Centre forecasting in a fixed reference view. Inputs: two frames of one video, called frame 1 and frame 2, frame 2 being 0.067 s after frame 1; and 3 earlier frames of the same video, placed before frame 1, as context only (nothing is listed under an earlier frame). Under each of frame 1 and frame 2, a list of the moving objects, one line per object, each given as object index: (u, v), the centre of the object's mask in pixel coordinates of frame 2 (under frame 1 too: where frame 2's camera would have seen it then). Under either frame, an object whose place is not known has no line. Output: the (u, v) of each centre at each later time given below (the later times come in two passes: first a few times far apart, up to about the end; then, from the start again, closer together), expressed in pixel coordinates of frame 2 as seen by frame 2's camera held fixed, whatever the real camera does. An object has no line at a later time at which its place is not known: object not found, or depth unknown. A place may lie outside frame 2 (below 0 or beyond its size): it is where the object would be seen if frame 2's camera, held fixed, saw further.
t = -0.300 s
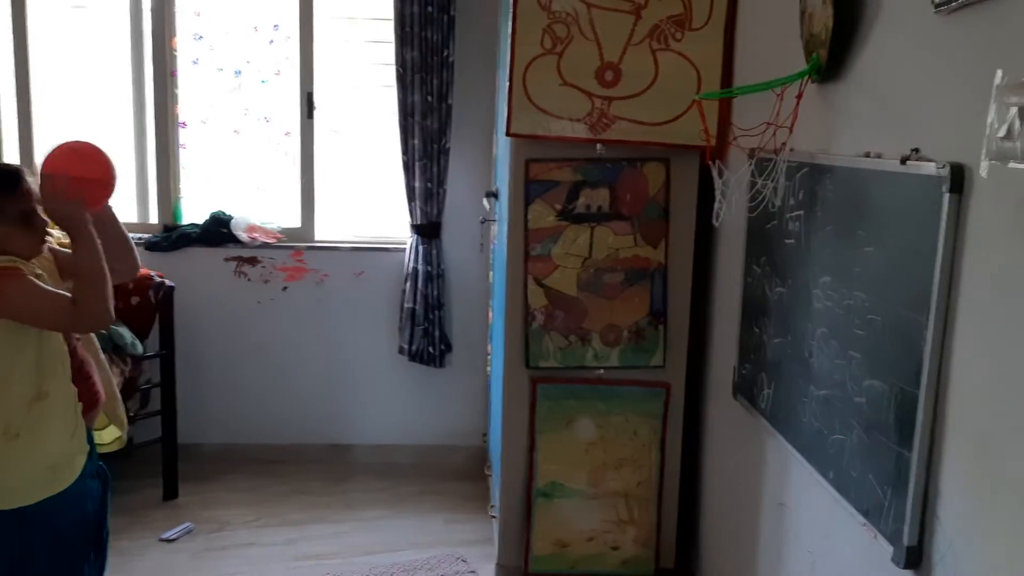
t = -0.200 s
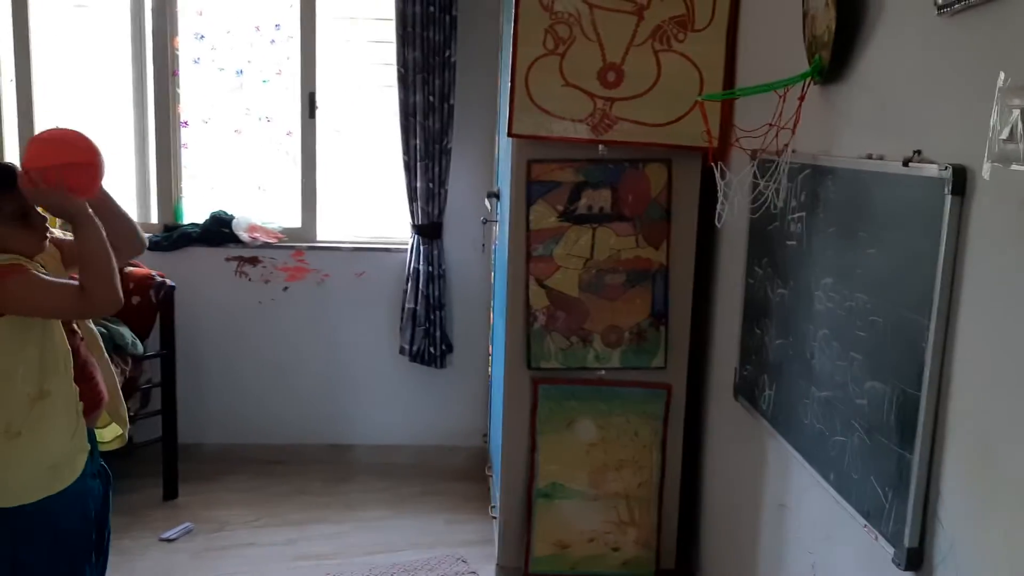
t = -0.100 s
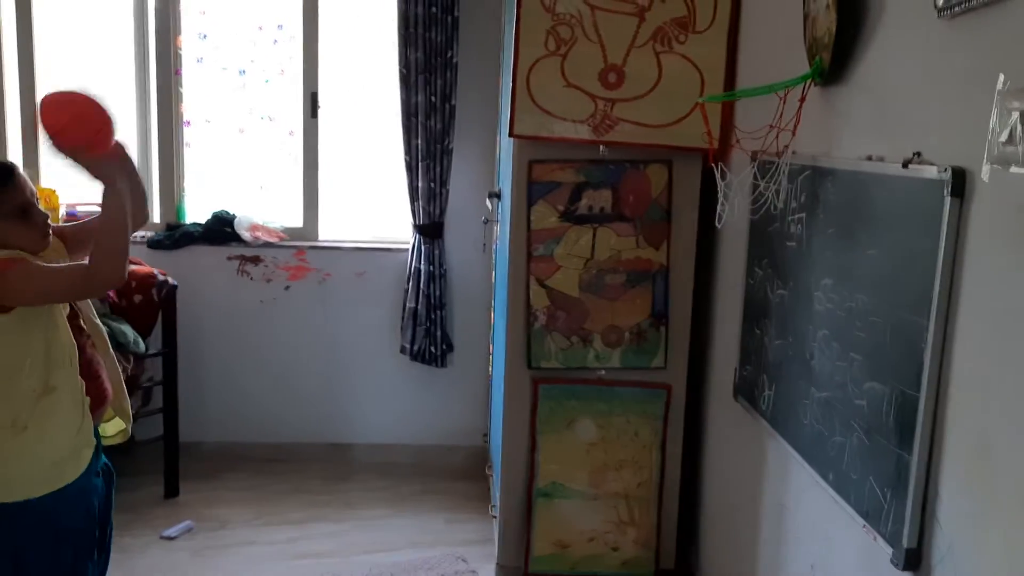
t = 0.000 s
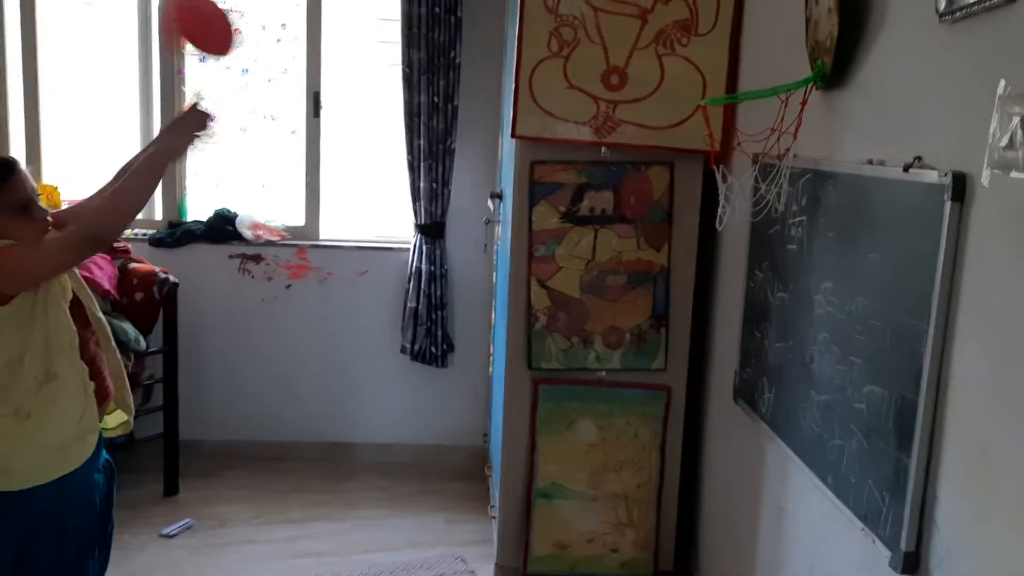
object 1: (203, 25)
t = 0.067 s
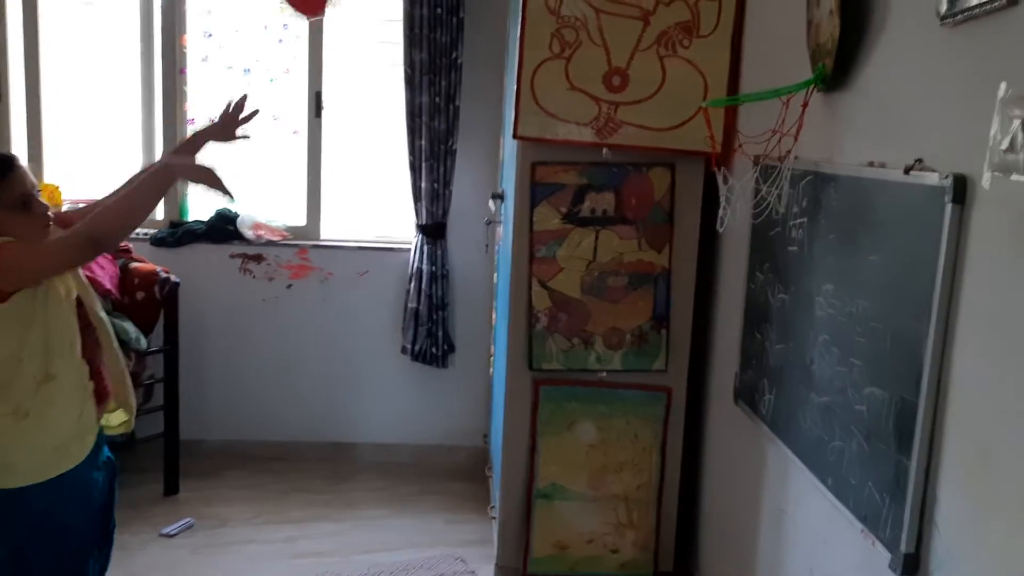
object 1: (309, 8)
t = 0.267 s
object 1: (555, 10)
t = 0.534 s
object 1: (673, 211)
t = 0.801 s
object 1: (411, 547)
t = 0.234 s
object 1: (515, 3)
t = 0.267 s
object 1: (555, 10)
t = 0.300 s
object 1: (589, 17)
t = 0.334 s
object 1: (627, 31)
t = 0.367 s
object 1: (663, 59)
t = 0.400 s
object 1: (696, 91)
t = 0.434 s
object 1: (730, 131)
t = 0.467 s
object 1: (748, 159)
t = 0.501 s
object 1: (705, 183)
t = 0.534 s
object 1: (673, 211)
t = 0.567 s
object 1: (635, 240)
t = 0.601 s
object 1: (597, 275)
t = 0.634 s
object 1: (561, 313)
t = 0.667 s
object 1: (529, 354)
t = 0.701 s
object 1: (492, 403)
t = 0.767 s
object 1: (434, 504)
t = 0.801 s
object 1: (411, 547)
